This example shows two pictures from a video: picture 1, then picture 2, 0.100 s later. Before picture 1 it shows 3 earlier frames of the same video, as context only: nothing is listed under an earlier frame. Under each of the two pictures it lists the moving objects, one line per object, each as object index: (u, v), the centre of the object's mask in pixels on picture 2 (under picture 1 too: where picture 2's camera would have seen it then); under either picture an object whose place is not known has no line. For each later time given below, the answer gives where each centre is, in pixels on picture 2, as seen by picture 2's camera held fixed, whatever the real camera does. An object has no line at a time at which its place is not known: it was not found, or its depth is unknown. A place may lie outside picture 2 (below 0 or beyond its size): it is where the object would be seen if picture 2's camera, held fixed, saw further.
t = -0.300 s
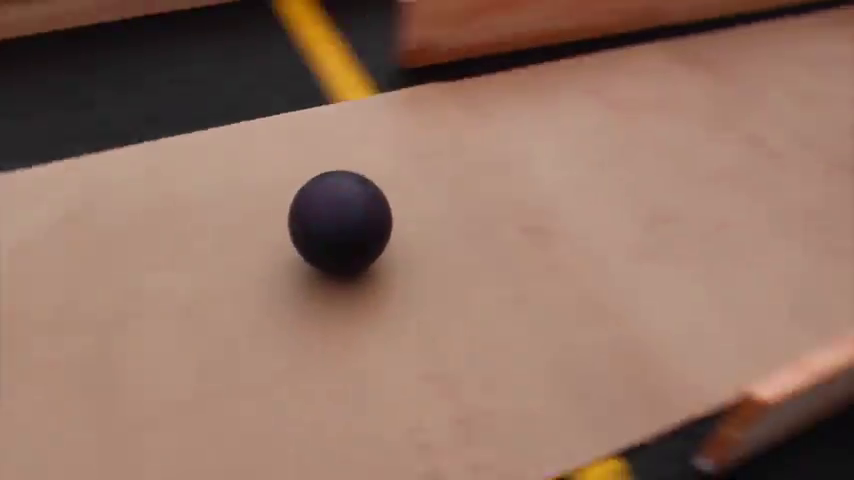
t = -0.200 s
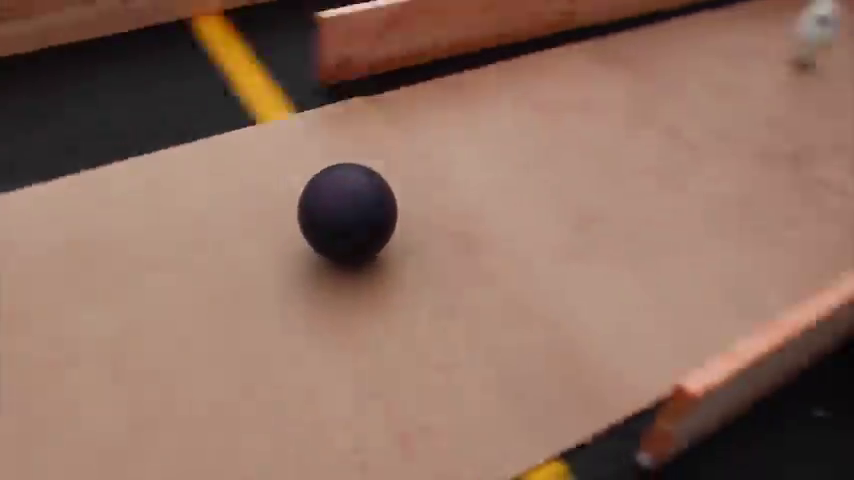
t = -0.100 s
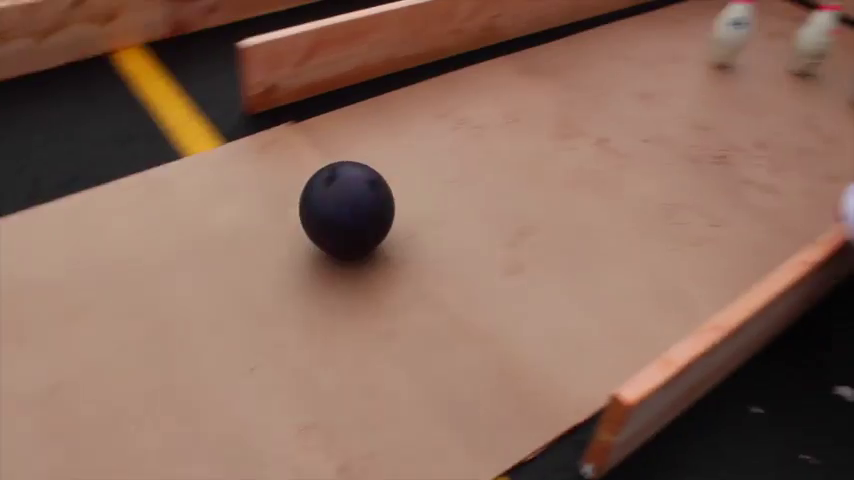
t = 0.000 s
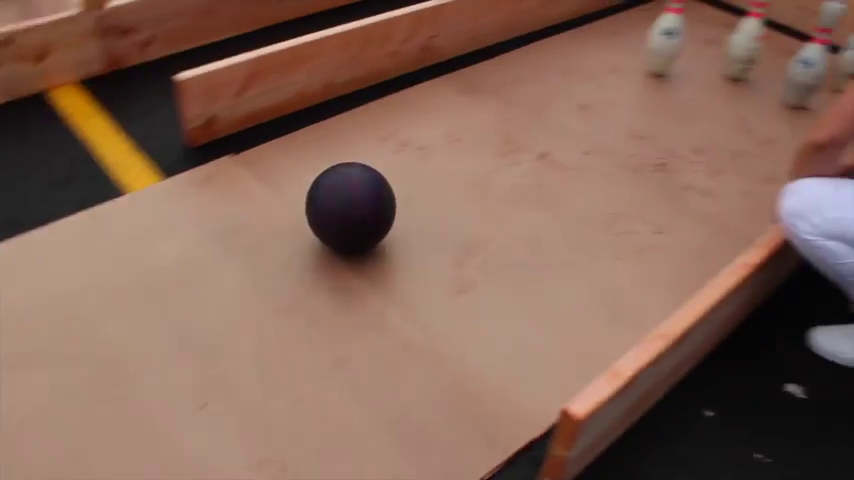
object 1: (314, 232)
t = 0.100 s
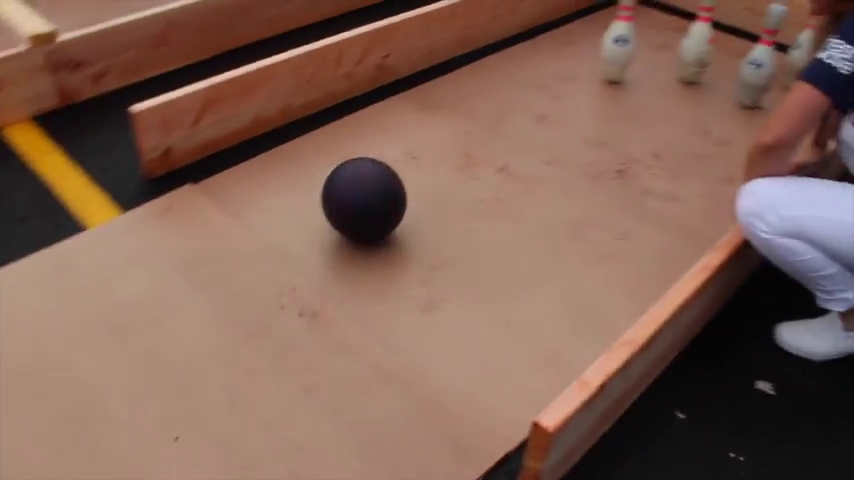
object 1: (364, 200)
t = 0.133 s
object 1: (379, 189)
